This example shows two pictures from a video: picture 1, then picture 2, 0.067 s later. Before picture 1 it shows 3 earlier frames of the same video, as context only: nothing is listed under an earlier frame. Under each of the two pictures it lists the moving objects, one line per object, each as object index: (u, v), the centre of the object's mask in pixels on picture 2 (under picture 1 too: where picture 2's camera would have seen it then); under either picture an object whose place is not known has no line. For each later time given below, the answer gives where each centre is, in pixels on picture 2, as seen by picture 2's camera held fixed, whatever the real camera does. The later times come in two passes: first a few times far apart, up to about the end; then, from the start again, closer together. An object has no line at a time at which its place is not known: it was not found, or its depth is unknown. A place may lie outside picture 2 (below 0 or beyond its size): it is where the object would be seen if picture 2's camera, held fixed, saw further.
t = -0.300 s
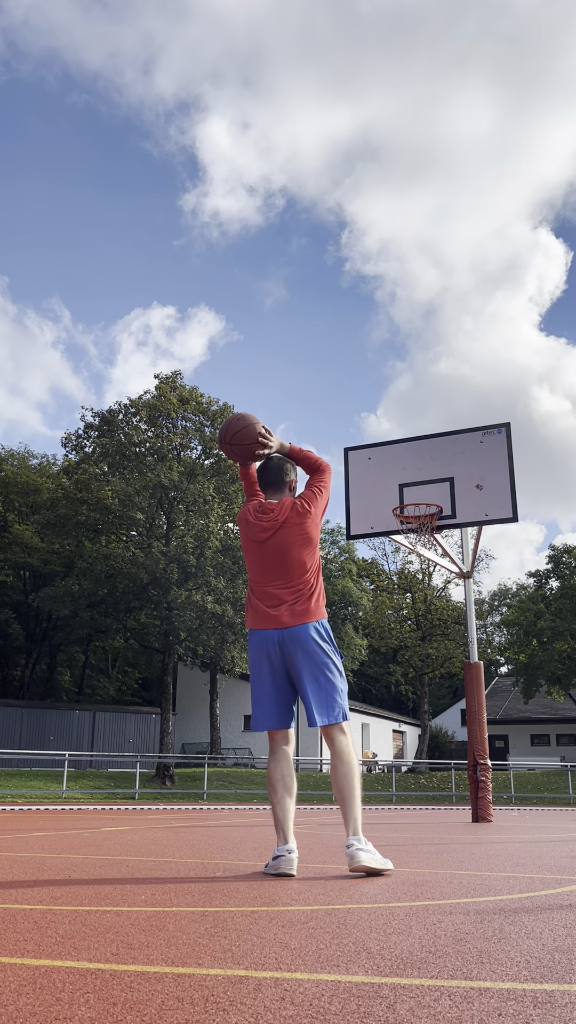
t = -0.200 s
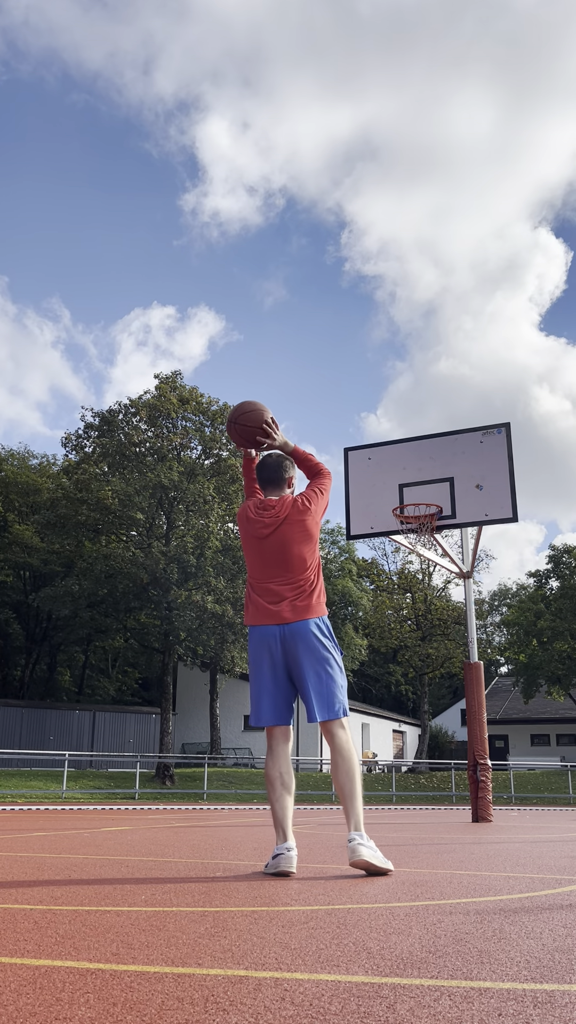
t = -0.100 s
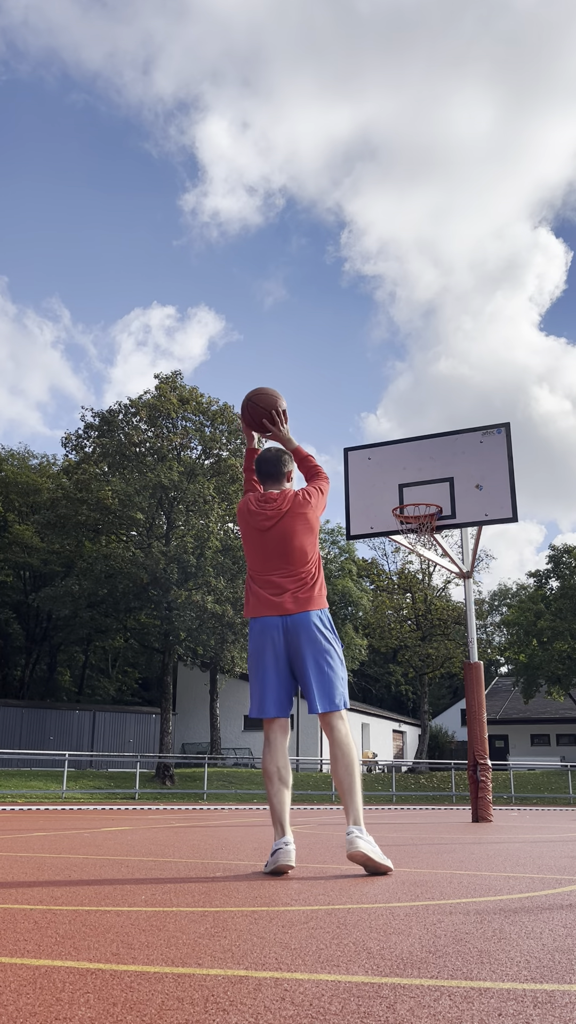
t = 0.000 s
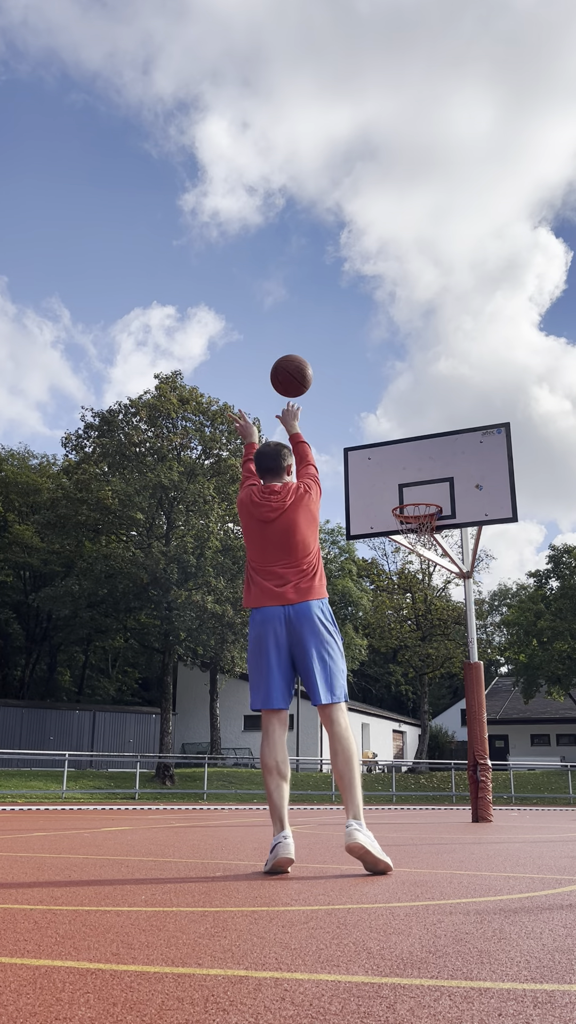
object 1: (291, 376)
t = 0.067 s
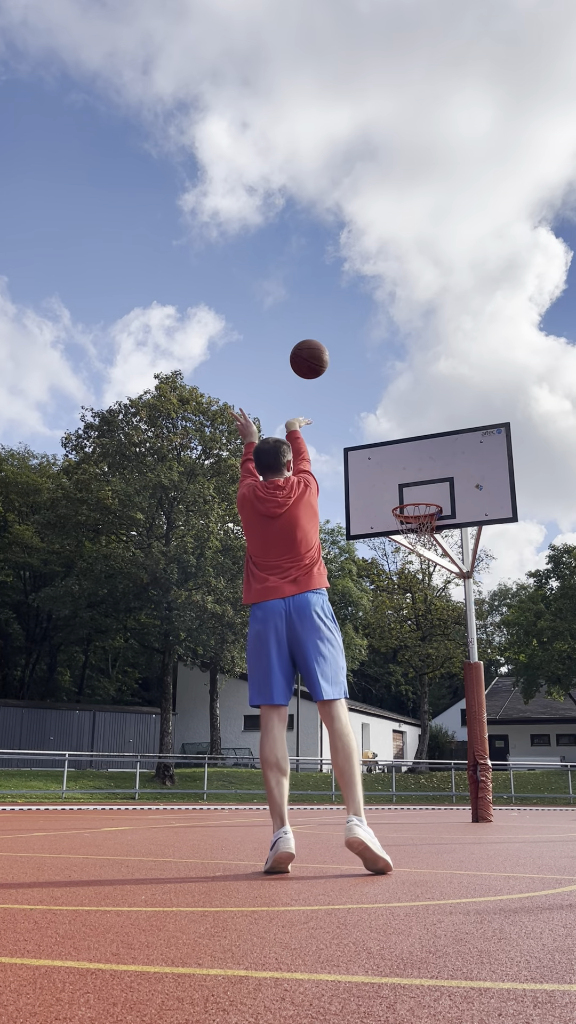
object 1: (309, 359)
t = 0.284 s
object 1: (352, 356)
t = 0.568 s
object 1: (390, 421)
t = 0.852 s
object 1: (416, 533)
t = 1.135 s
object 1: (402, 561)
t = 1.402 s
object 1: (390, 662)
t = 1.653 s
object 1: (380, 800)
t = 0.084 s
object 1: (313, 356)
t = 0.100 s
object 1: (317, 354)
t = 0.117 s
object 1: (321, 352)
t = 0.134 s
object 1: (325, 351)
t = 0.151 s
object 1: (328, 350)
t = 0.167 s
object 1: (332, 349)
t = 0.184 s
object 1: (335, 349)
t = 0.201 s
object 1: (338, 349)
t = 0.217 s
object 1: (341, 350)
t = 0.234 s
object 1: (344, 351)
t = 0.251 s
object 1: (347, 352)
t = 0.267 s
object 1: (350, 354)
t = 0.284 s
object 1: (352, 356)
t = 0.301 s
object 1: (355, 358)
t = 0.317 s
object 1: (358, 360)
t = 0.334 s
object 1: (360, 362)
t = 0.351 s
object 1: (363, 365)
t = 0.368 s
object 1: (365, 368)
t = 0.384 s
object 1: (367, 371)
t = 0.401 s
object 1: (369, 375)
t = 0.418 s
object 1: (372, 379)
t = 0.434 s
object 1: (374, 383)
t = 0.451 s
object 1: (376, 387)
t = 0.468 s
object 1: (378, 391)
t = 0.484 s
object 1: (380, 396)
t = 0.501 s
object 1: (382, 400)
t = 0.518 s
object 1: (384, 405)
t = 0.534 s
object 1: (386, 410)
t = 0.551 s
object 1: (388, 415)
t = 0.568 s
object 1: (390, 421)
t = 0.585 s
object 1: (392, 426)
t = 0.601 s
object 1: (394, 432)
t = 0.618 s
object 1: (396, 438)
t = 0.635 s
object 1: (398, 444)
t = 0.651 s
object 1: (400, 451)
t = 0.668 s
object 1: (401, 457)
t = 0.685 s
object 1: (403, 463)
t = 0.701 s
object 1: (405, 470)
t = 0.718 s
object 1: (406, 477)
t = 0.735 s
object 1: (408, 484)
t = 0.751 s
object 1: (410, 491)
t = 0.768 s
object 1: (411, 498)
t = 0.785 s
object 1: (412, 506)
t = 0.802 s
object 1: (414, 514)
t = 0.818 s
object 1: (415, 520)
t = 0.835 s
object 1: (415, 527)
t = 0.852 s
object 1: (416, 533)
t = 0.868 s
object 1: (416, 536)
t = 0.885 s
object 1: (415, 537)
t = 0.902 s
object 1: (414, 538)
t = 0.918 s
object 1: (413, 539)
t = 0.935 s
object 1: (411, 537)
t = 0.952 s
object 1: (411, 537)
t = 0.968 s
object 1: (410, 537)
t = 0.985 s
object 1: (409, 537)
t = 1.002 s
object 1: (409, 544)
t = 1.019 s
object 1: (408, 544)
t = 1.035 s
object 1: (407, 545)
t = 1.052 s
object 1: (406, 547)
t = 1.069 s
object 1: (405, 549)
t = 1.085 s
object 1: (405, 552)
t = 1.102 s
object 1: (404, 555)
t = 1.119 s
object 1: (403, 558)
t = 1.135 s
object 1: (402, 561)
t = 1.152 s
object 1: (401, 565)
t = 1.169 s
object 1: (401, 569)
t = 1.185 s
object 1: (400, 574)
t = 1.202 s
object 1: (399, 579)
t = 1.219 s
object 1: (399, 584)
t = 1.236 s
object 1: (398, 589)
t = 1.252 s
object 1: (397, 595)
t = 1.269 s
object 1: (397, 601)
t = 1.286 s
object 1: (396, 607)
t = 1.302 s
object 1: (395, 614)
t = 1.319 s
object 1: (394, 621)
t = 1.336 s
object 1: (393, 629)
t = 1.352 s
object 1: (392, 637)
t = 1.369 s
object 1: (391, 645)
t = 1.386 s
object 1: (391, 654)
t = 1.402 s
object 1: (390, 662)
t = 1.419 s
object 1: (389, 672)
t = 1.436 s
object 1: (389, 682)
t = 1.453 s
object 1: (388, 692)
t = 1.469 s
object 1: (387, 703)
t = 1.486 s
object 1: (386, 714)
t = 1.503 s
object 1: (385, 726)
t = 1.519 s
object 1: (384, 738)
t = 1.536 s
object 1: (383, 751)
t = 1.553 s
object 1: (382, 764)
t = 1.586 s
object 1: (381, 791)
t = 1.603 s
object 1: (380, 806)
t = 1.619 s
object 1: (379, 820)
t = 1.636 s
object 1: (379, 811)
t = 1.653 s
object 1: (380, 800)
